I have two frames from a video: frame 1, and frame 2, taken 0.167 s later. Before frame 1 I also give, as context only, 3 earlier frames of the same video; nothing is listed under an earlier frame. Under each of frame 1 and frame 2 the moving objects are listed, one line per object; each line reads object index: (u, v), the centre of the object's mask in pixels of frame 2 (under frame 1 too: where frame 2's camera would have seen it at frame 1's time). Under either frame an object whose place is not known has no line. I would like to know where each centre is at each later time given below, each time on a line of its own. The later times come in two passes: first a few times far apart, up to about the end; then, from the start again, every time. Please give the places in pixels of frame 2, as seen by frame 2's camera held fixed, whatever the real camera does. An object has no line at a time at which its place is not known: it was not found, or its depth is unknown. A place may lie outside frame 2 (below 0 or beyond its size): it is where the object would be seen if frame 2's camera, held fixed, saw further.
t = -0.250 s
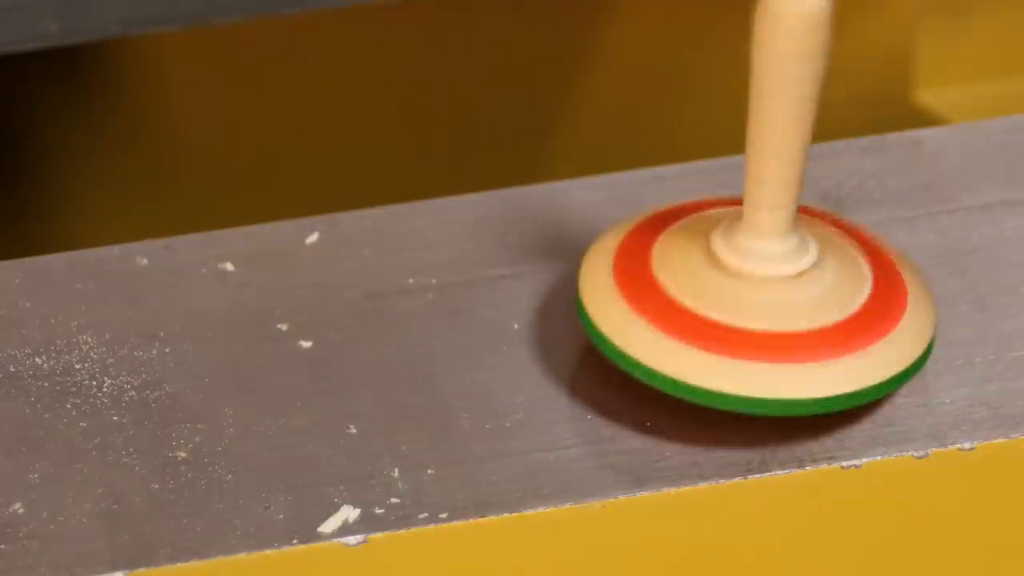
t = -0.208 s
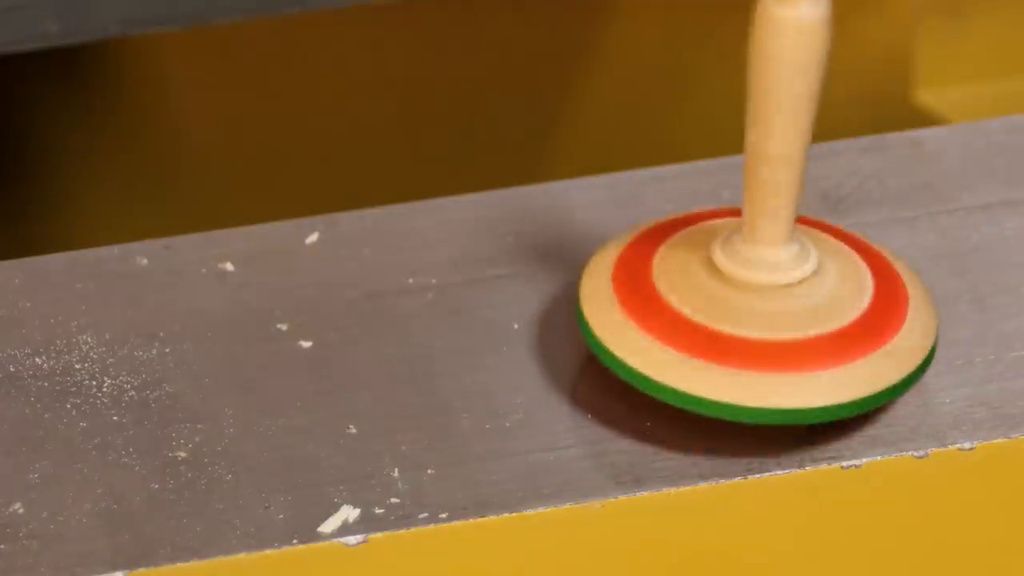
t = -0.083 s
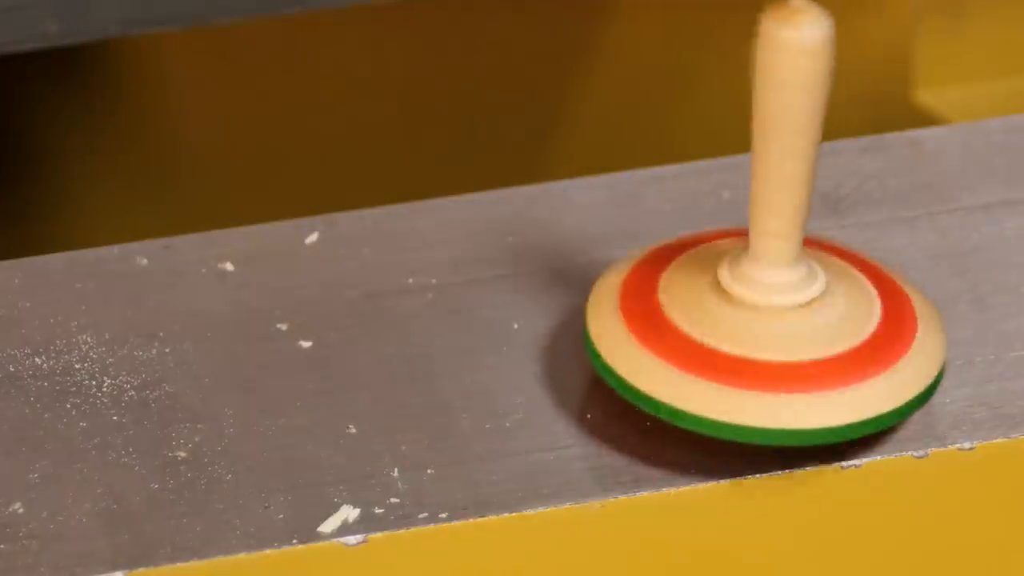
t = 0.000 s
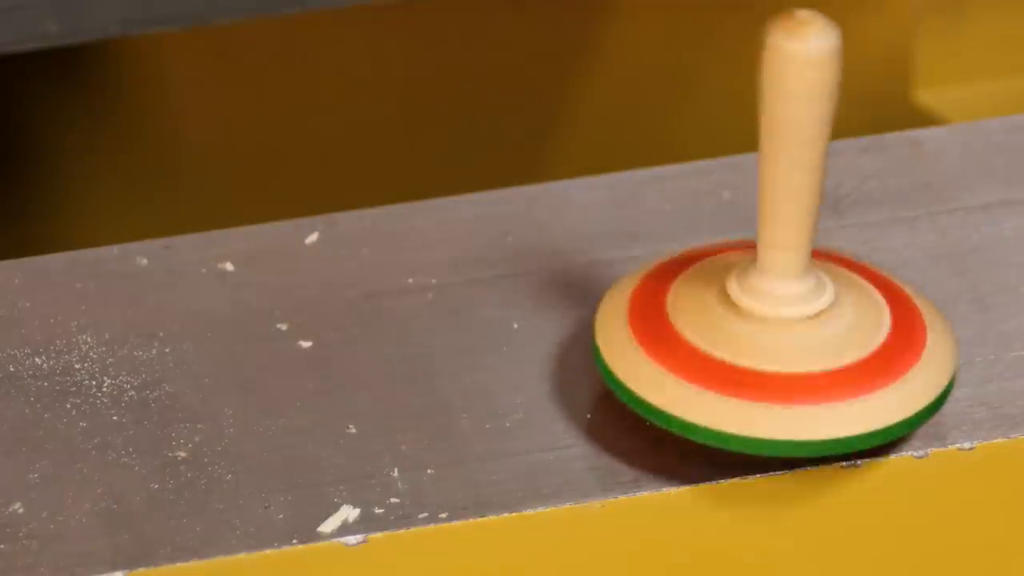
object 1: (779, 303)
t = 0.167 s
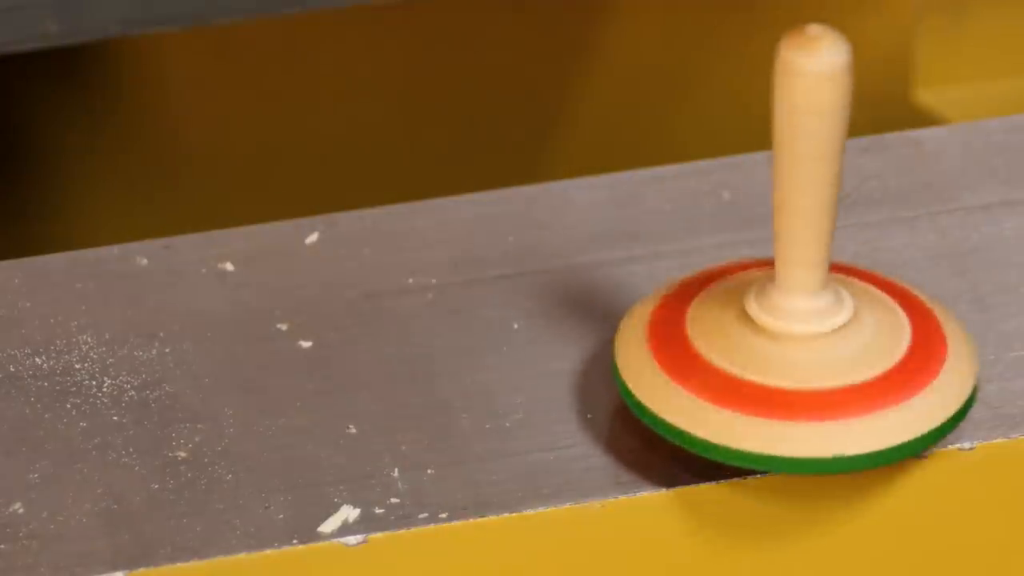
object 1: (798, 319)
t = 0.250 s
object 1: (805, 323)
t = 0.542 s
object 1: (819, 315)
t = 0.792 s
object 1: (809, 289)
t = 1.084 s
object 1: (746, 258)
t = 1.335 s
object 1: (658, 246)
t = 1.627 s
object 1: (543, 251)
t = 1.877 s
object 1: (449, 265)
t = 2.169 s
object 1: (380, 295)
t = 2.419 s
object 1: (349, 330)
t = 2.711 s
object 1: (325, 368)
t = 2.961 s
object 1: (319, 385)
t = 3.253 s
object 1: (305, 384)
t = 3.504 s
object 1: (278, 373)
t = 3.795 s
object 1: (219, 358)
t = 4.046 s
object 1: (159, 349)
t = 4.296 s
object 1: (115, 348)
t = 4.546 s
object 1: (73, 354)
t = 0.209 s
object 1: (802, 322)
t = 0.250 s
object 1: (805, 323)
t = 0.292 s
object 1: (810, 324)
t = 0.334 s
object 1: (812, 324)
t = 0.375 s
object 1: (814, 323)
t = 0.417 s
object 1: (815, 322)
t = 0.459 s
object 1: (817, 321)
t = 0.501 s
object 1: (818, 318)
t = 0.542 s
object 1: (819, 315)
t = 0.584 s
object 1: (819, 312)
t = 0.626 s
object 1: (819, 308)
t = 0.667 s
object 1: (818, 304)
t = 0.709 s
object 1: (816, 298)
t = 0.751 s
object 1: (812, 294)
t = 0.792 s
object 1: (809, 289)
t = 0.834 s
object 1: (802, 284)
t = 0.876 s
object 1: (797, 279)
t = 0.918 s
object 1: (788, 274)
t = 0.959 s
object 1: (780, 271)
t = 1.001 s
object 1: (769, 266)
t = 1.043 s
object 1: (757, 262)
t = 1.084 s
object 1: (746, 258)
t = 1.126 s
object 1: (732, 255)
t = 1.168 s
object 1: (719, 251)
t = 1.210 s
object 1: (703, 250)
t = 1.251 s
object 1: (689, 247)
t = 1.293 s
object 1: (672, 247)
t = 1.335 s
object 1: (658, 246)
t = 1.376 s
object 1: (641, 245)
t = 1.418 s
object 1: (625, 246)
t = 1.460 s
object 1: (609, 245)
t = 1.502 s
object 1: (592, 247)
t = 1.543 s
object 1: (576, 247)
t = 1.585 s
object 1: (558, 249)
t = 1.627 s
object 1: (543, 251)
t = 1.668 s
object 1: (525, 252)
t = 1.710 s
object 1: (509, 254)
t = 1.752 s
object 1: (493, 256)
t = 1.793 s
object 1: (477, 259)
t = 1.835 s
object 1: (464, 261)
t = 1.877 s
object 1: (449, 265)
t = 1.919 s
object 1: (437, 270)
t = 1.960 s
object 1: (426, 272)
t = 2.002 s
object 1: (414, 277)
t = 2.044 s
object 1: (405, 280)
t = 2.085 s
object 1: (395, 285)
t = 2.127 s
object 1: (389, 289)
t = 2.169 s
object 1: (380, 295)
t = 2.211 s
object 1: (373, 301)
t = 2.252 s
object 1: (367, 305)
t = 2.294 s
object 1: (361, 312)
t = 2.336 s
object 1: (358, 317)
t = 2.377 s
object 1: (352, 324)
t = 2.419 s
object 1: (349, 330)
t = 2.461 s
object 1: (345, 335)
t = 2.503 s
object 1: (341, 341)
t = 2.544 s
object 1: (339, 347)
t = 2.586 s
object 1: (334, 352)
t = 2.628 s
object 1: (331, 357)
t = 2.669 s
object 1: (328, 362)
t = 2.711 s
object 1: (325, 368)
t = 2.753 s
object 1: (326, 374)
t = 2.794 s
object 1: (324, 378)
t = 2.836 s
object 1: (322, 380)
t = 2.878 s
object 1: (323, 381)
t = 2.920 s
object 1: (320, 383)
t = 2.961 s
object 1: (319, 385)
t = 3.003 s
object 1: (318, 385)
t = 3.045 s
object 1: (315, 386)
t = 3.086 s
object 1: (315, 387)
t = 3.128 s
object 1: (313, 386)
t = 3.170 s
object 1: (310, 385)
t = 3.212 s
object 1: (309, 385)
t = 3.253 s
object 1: (305, 384)
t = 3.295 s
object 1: (302, 383)
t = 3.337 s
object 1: (301, 381)
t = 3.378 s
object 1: (296, 379)
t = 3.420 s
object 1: (290, 377)
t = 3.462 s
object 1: (286, 374)
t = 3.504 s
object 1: (278, 373)
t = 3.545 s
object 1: (271, 371)
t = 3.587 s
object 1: (266, 367)
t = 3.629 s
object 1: (257, 365)
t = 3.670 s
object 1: (248, 364)
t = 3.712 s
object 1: (241, 360)
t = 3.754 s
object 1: (230, 359)
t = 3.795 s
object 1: (219, 358)
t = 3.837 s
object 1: (209, 355)
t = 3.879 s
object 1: (198, 354)
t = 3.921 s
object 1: (186, 354)
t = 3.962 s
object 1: (177, 349)
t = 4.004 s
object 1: (168, 349)
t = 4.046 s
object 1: (159, 349)
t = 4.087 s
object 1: (153, 348)
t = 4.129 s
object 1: (147, 348)
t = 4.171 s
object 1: (139, 349)
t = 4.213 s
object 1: (130, 349)
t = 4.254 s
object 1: (123, 347)
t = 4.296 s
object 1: (115, 348)
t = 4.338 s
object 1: (105, 348)
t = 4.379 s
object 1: (96, 344)
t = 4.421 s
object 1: (89, 346)
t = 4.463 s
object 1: (81, 346)
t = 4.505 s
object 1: (76, 347)
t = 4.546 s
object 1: (73, 354)
